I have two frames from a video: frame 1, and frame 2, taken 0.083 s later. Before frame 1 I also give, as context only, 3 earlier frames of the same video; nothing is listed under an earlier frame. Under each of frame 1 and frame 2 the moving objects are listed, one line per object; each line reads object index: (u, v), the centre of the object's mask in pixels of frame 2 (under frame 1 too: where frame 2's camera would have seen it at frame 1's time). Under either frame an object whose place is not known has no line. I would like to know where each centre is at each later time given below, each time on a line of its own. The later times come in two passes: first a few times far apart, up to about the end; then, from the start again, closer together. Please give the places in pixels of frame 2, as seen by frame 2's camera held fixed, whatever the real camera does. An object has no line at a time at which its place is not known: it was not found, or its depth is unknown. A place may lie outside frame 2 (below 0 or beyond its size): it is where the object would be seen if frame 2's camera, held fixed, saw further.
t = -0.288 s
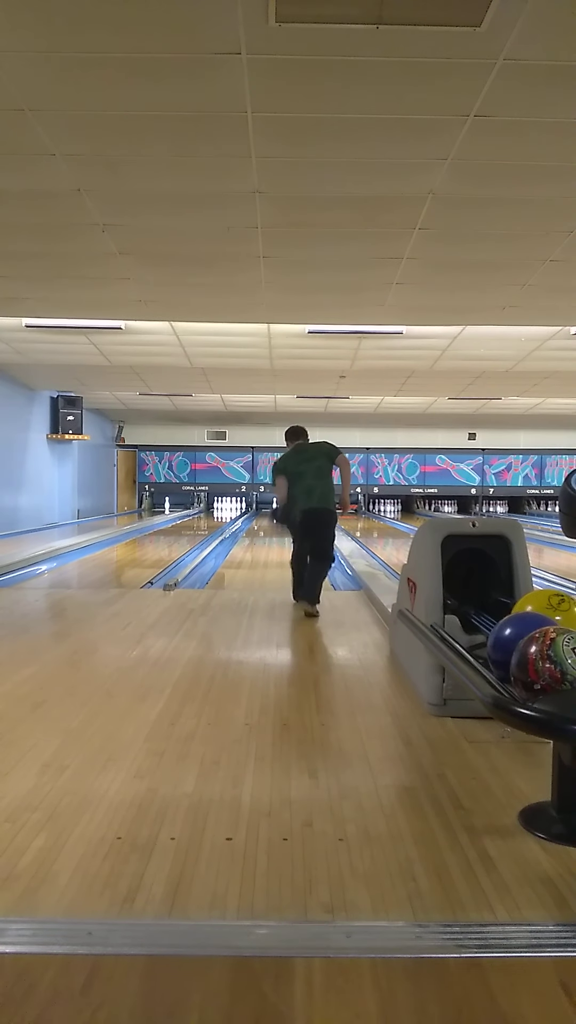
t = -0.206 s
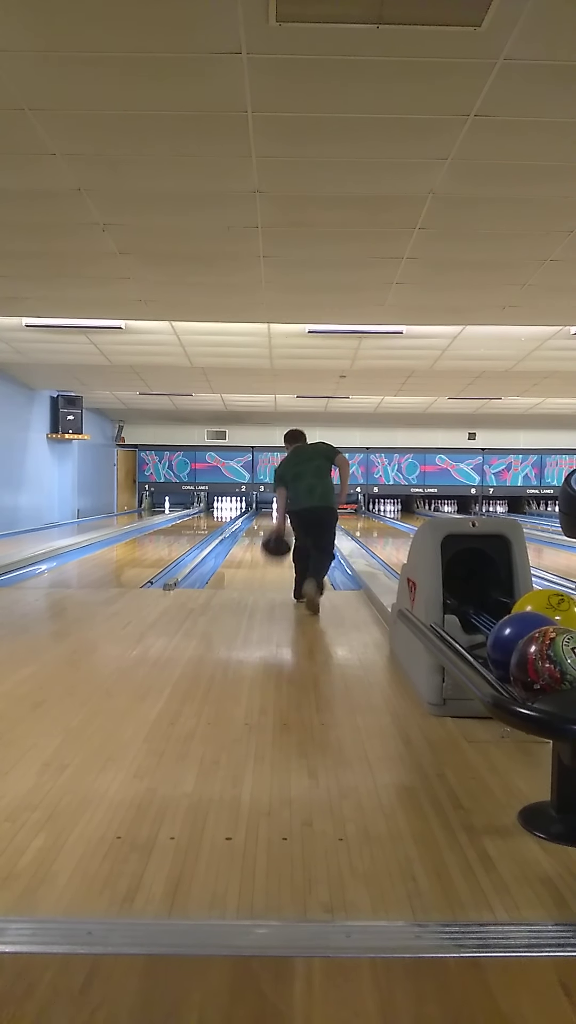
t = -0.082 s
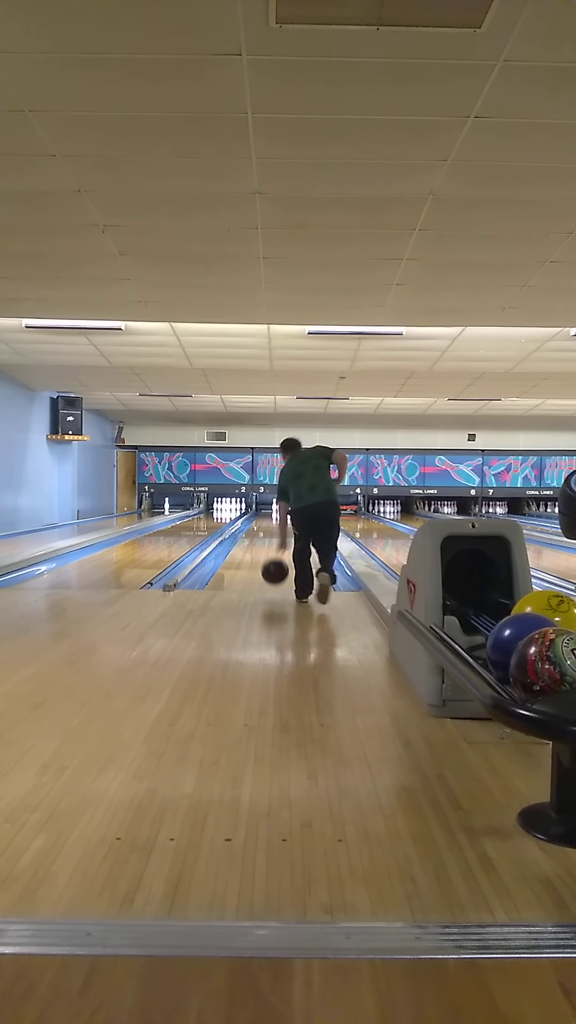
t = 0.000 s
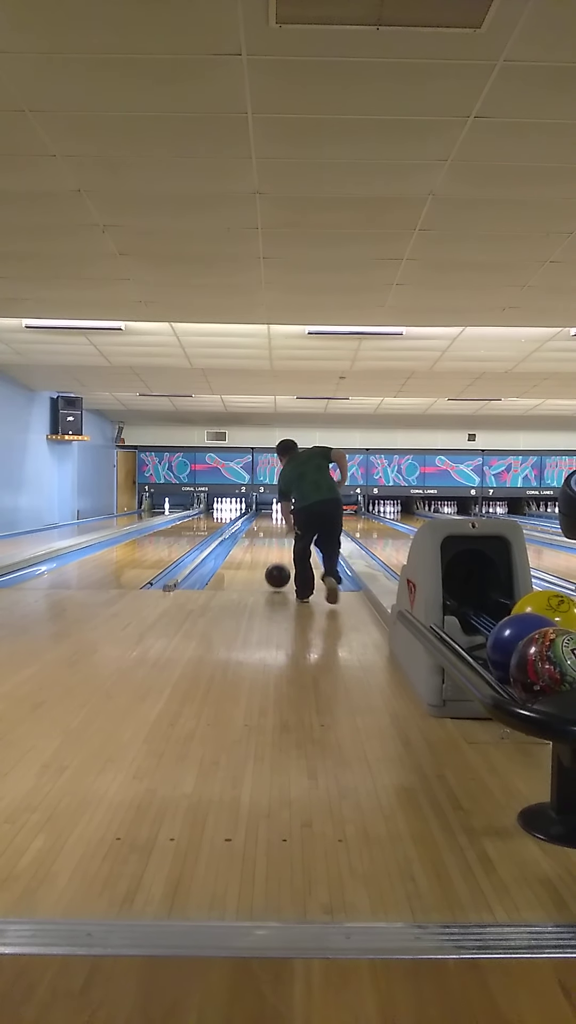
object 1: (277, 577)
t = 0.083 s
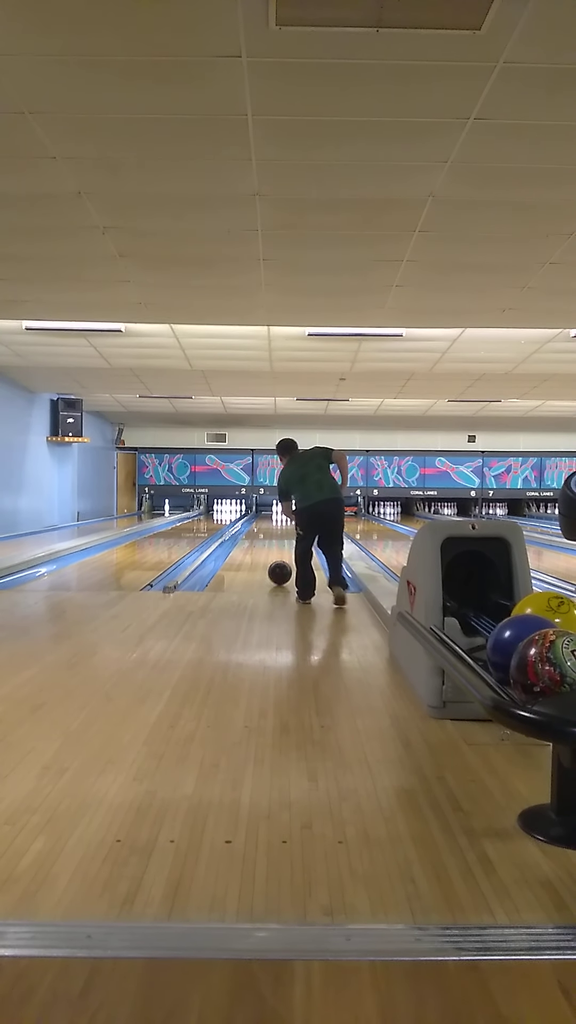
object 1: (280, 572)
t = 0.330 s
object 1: (285, 558)
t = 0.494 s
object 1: (288, 551)
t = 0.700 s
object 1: (290, 544)
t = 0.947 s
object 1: (293, 537)
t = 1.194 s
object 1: (295, 532)
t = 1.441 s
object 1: (297, 528)
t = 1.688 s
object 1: (299, 524)
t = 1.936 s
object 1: (299, 522)
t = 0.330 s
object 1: (285, 558)
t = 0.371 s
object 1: (286, 556)
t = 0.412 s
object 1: (286, 554)
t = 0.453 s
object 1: (287, 553)
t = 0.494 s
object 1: (288, 551)
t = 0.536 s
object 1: (288, 549)
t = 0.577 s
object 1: (289, 548)
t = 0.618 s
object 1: (289, 546)
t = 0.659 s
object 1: (290, 545)
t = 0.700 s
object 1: (290, 544)
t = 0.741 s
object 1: (291, 542)
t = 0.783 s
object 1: (292, 541)
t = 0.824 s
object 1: (292, 540)
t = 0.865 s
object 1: (292, 539)
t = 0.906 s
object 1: (293, 538)
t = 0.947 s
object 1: (293, 537)
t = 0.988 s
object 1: (293, 536)
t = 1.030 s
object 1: (294, 535)
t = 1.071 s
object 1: (294, 534)
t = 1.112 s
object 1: (295, 533)
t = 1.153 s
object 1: (295, 532)
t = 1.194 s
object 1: (295, 532)
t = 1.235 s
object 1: (296, 531)
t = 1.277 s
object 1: (296, 530)
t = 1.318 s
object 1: (296, 530)
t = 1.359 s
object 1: (296, 529)
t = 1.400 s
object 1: (297, 528)
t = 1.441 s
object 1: (297, 528)
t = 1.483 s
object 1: (297, 527)
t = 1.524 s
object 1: (297, 526)
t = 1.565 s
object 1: (298, 526)
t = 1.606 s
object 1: (298, 525)
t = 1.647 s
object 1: (298, 524)
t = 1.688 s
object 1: (299, 524)
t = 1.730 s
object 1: (299, 524)
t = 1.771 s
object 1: (299, 523)
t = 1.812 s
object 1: (299, 523)
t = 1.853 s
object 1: (299, 522)
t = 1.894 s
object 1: (299, 522)
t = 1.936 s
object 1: (299, 522)
